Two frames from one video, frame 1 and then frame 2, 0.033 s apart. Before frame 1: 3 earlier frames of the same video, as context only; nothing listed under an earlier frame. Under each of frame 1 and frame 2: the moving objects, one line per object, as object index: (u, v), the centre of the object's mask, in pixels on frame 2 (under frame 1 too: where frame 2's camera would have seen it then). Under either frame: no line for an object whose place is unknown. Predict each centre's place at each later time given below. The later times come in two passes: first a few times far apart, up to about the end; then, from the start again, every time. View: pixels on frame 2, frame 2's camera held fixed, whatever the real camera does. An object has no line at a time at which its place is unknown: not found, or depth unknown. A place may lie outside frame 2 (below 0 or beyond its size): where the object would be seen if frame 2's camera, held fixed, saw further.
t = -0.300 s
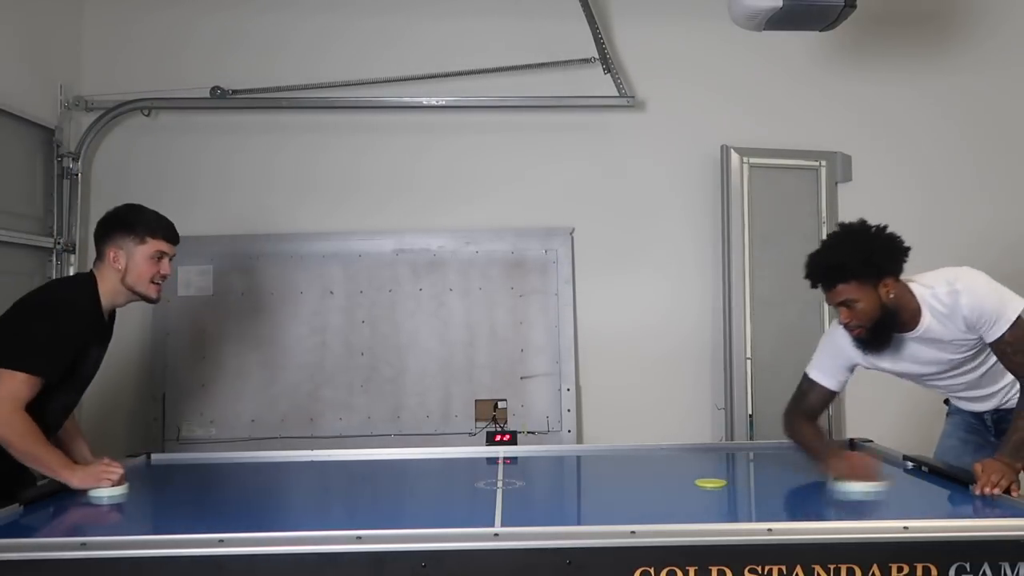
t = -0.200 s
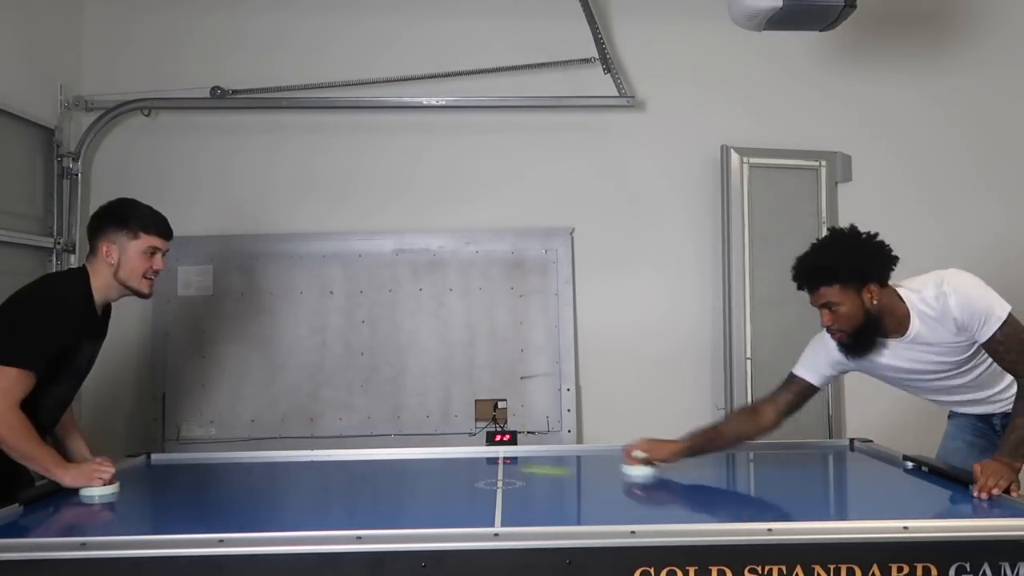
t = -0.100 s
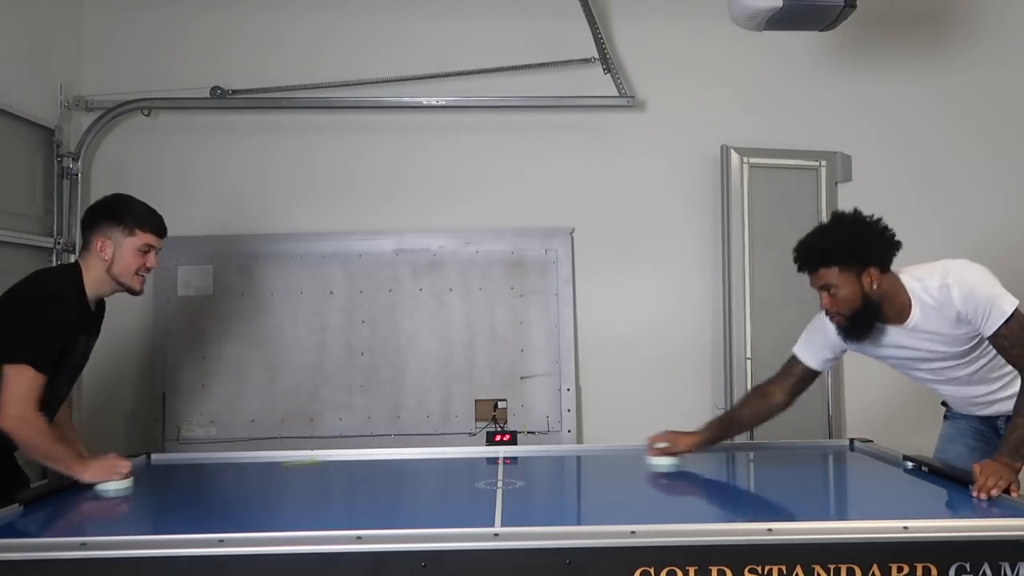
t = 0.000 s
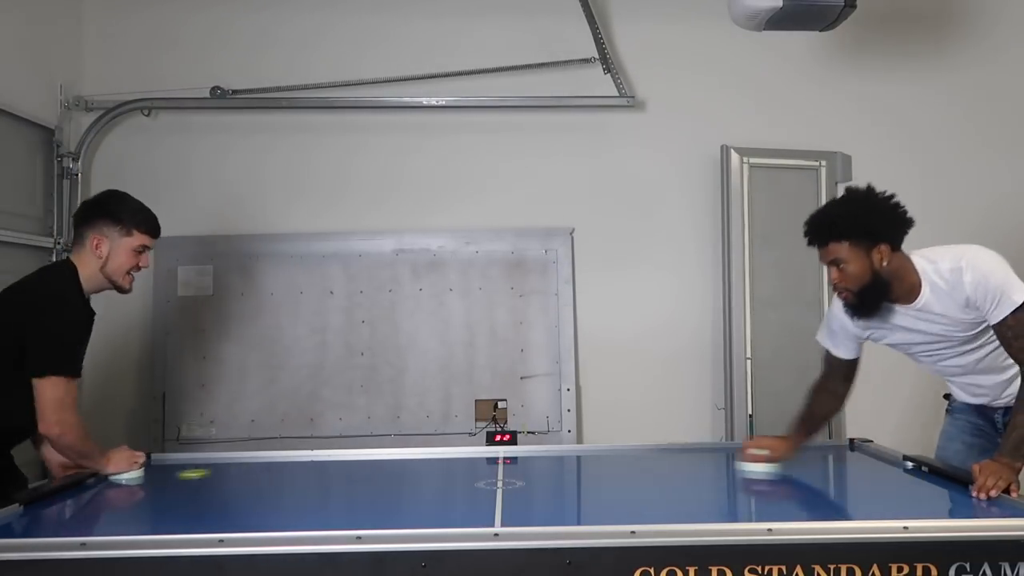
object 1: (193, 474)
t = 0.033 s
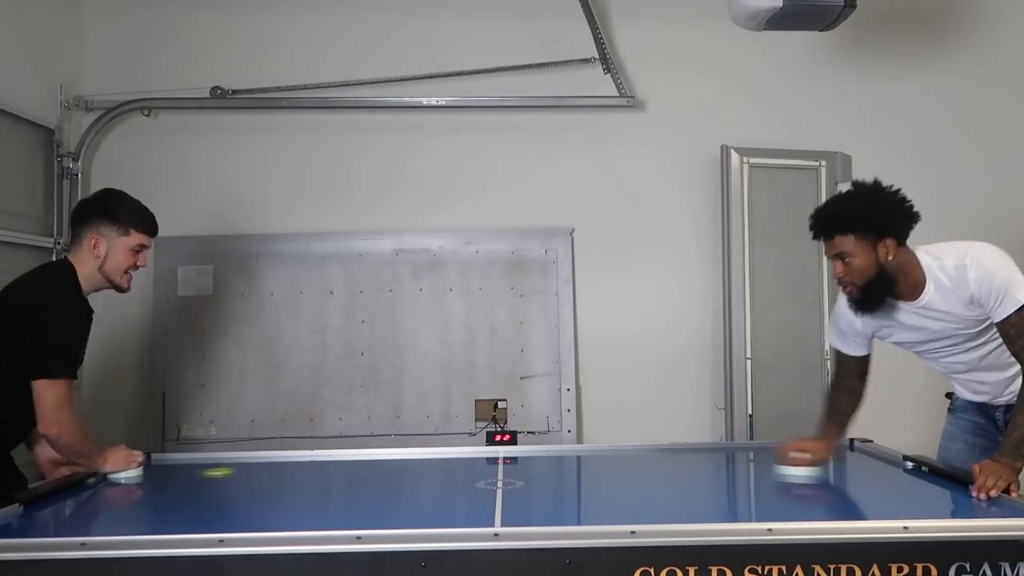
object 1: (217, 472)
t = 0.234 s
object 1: (357, 464)
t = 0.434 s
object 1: (484, 456)
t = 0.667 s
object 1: (617, 453)
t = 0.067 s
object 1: (242, 471)
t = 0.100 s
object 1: (265, 469)
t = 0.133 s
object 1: (289, 468)
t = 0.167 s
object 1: (312, 466)
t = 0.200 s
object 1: (335, 465)
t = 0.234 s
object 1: (357, 464)
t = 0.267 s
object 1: (378, 463)
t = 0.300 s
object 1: (400, 462)
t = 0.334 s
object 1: (423, 460)
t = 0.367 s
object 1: (443, 459)
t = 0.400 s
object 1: (463, 458)
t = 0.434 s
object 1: (484, 456)
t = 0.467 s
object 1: (504, 456)
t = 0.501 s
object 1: (525, 455)
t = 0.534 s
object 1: (543, 453)
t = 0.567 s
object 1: (562, 452)
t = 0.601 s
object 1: (581, 453)
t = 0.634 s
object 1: (600, 453)
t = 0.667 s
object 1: (617, 453)
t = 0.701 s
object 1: (635, 453)
